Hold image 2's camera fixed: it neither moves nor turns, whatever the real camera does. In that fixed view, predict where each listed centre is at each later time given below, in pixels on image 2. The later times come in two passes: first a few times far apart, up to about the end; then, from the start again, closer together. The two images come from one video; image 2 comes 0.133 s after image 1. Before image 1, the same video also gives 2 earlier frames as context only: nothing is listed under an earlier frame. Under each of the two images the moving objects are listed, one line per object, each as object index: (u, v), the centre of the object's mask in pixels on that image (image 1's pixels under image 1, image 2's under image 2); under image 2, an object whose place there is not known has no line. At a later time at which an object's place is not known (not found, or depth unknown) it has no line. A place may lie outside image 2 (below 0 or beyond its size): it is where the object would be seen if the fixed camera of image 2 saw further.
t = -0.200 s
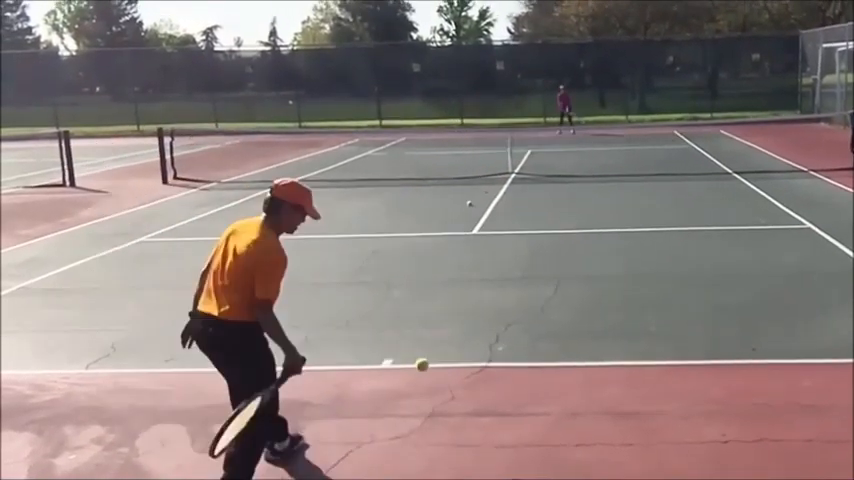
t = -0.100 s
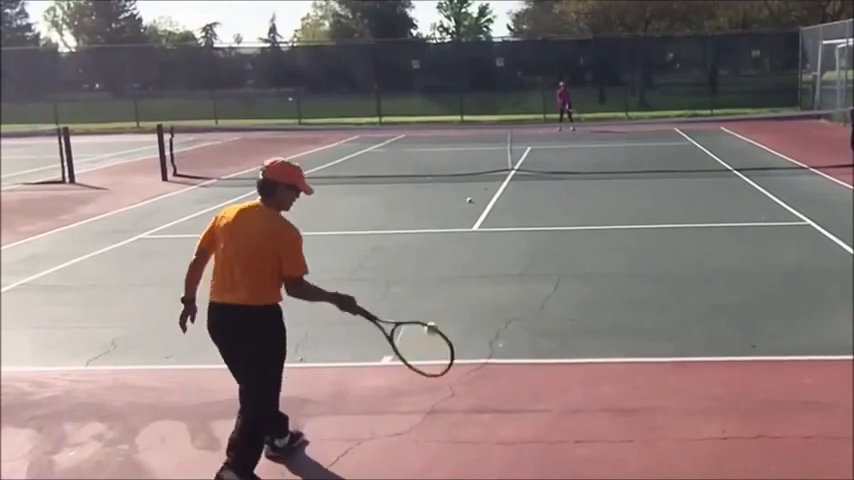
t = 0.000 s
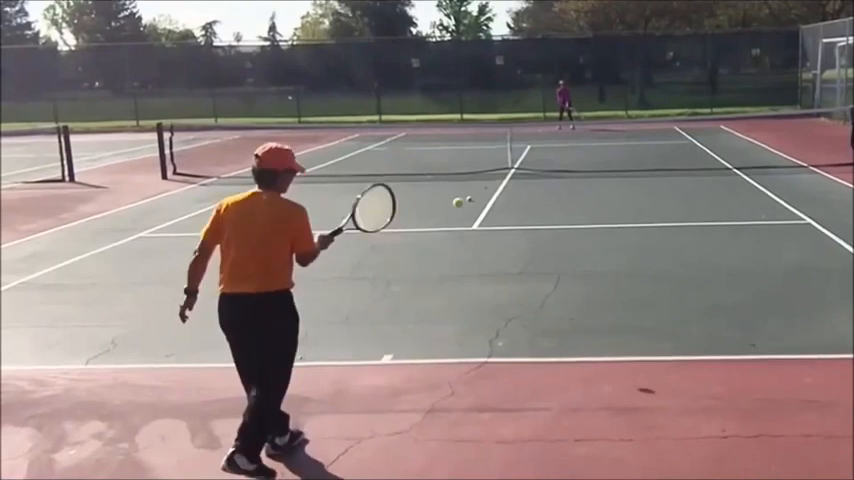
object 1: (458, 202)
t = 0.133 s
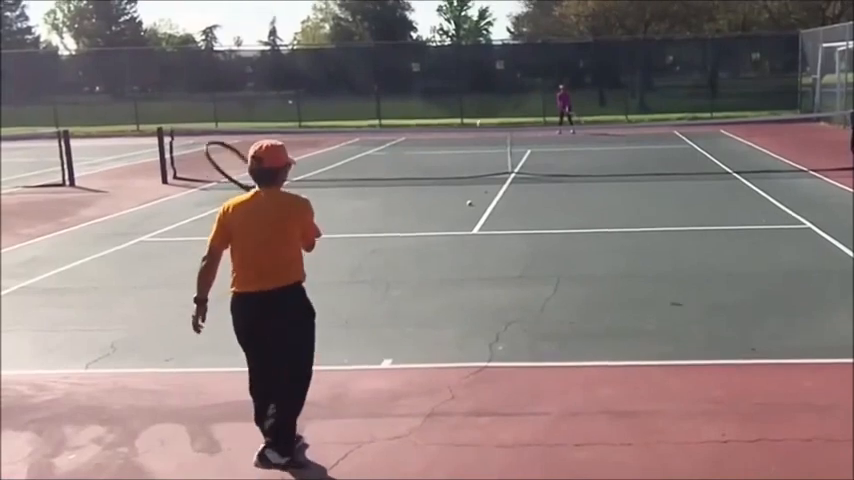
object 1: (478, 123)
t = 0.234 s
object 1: (490, 96)
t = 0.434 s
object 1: (503, 85)
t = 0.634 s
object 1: (512, 99)
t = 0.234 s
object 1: (490, 96)
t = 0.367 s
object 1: (500, 85)
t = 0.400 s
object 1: (502, 85)
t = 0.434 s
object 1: (503, 85)
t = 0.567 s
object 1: (510, 93)
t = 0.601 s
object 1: (511, 96)
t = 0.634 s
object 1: (512, 99)
